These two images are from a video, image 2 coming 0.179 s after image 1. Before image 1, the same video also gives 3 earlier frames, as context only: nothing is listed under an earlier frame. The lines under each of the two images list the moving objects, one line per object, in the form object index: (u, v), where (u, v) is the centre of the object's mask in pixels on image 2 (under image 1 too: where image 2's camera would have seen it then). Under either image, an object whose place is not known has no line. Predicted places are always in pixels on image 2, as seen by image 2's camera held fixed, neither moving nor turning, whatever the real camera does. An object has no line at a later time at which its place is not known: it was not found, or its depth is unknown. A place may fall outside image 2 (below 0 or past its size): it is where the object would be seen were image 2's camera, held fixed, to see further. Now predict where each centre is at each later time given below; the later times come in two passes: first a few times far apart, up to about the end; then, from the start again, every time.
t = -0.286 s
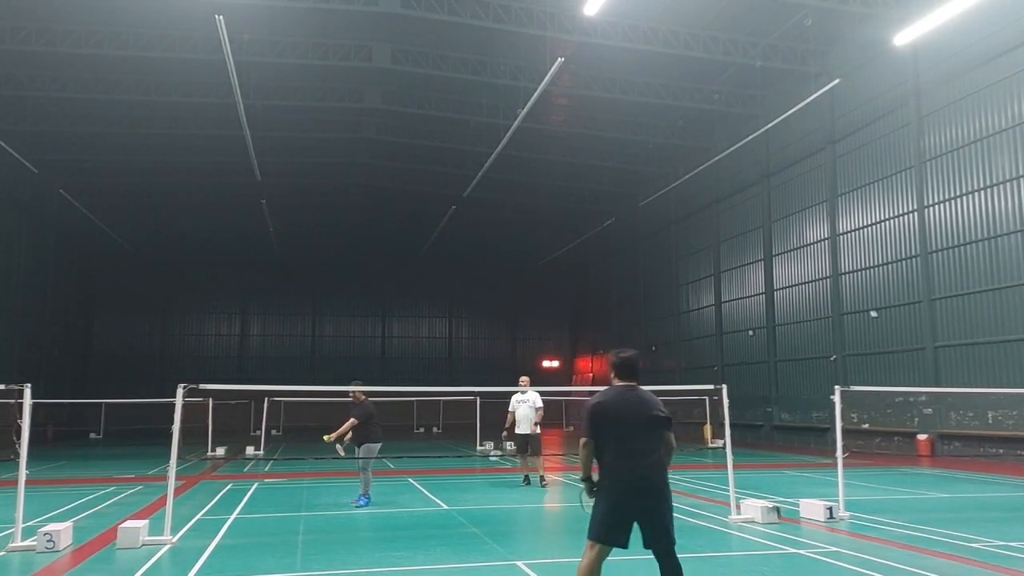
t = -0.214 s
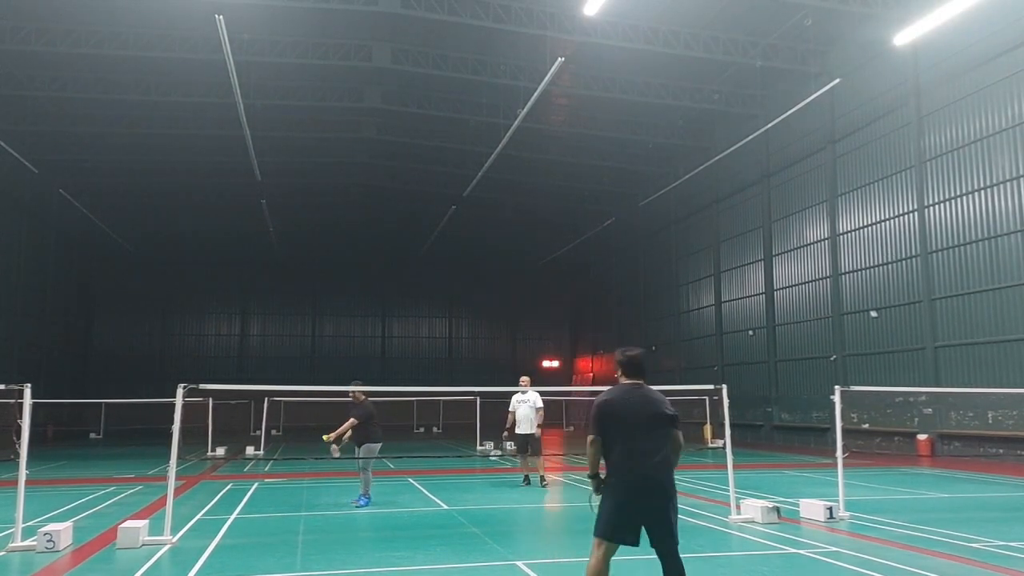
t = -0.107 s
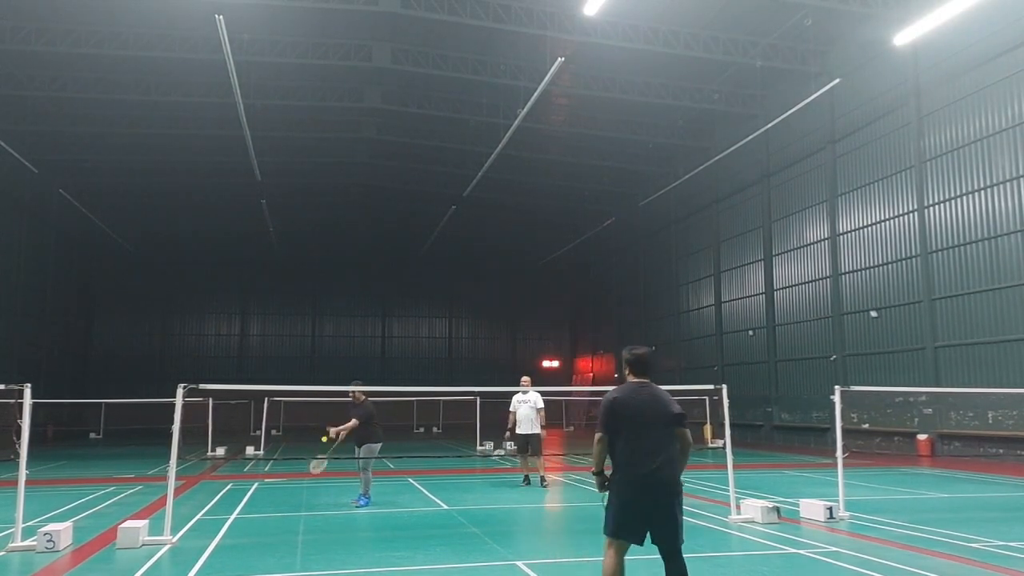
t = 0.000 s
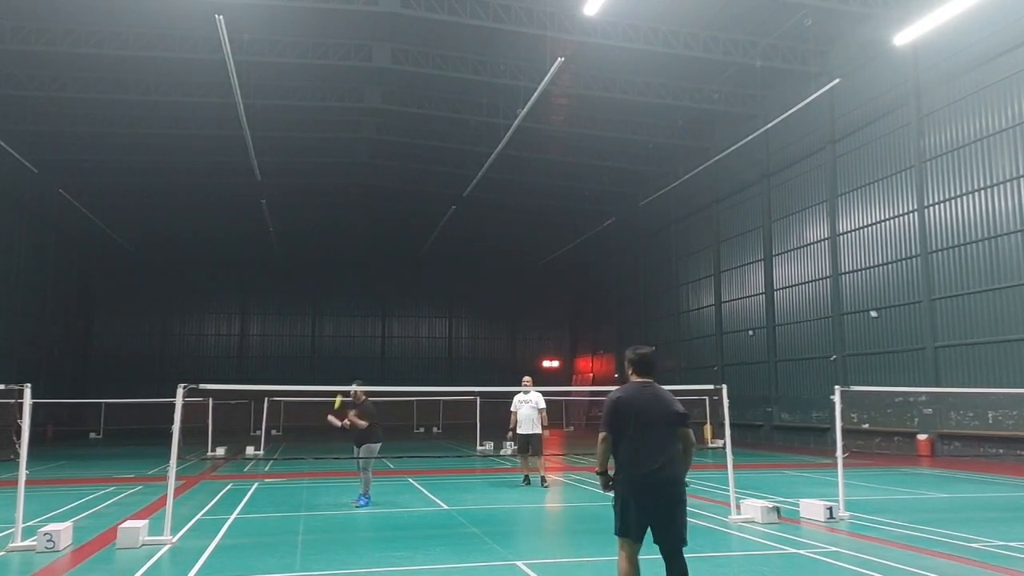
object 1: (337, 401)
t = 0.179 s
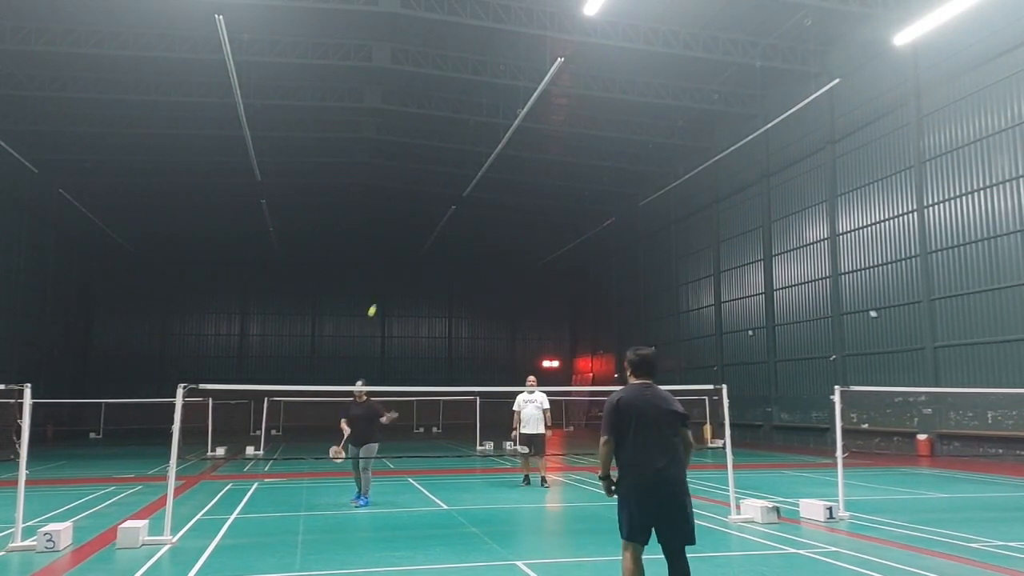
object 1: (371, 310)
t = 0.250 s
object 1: (383, 288)
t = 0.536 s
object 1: (425, 242)
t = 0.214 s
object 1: (377, 298)
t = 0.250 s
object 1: (383, 288)
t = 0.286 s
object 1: (388, 278)
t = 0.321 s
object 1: (394, 269)
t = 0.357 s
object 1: (399, 262)
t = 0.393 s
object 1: (404, 256)
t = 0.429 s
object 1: (409, 251)
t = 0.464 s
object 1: (415, 247)
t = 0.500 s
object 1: (420, 244)
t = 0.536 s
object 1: (425, 242)
